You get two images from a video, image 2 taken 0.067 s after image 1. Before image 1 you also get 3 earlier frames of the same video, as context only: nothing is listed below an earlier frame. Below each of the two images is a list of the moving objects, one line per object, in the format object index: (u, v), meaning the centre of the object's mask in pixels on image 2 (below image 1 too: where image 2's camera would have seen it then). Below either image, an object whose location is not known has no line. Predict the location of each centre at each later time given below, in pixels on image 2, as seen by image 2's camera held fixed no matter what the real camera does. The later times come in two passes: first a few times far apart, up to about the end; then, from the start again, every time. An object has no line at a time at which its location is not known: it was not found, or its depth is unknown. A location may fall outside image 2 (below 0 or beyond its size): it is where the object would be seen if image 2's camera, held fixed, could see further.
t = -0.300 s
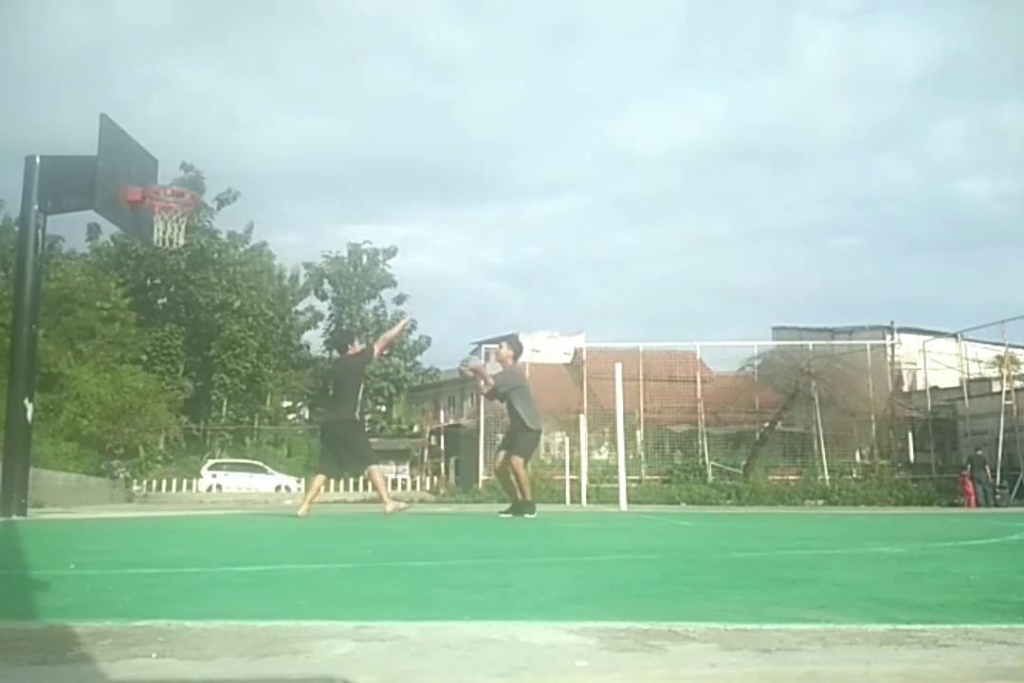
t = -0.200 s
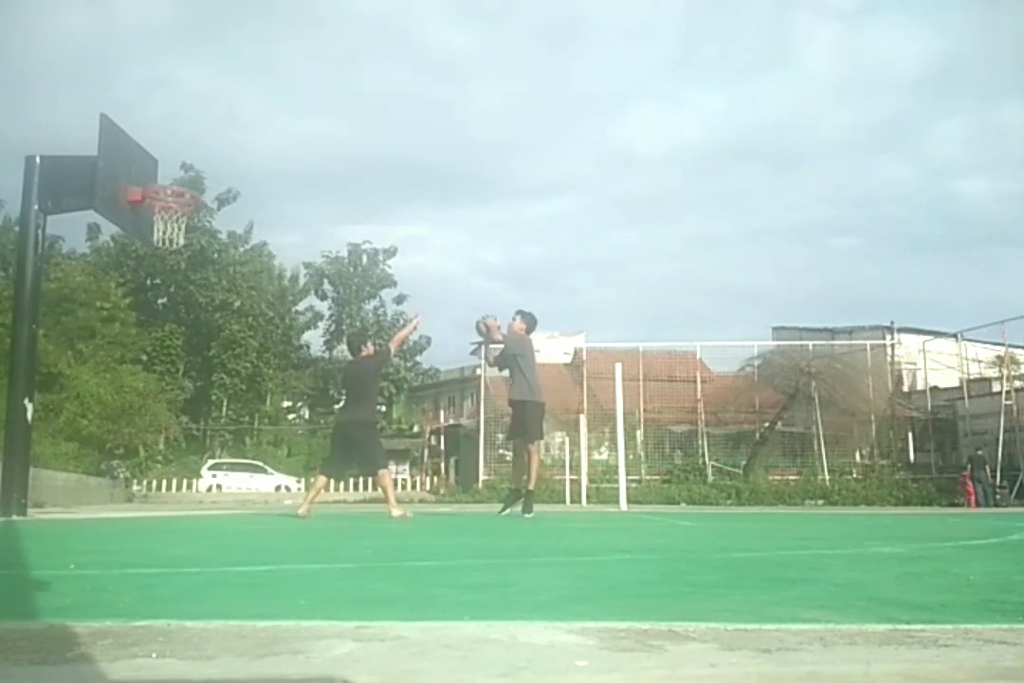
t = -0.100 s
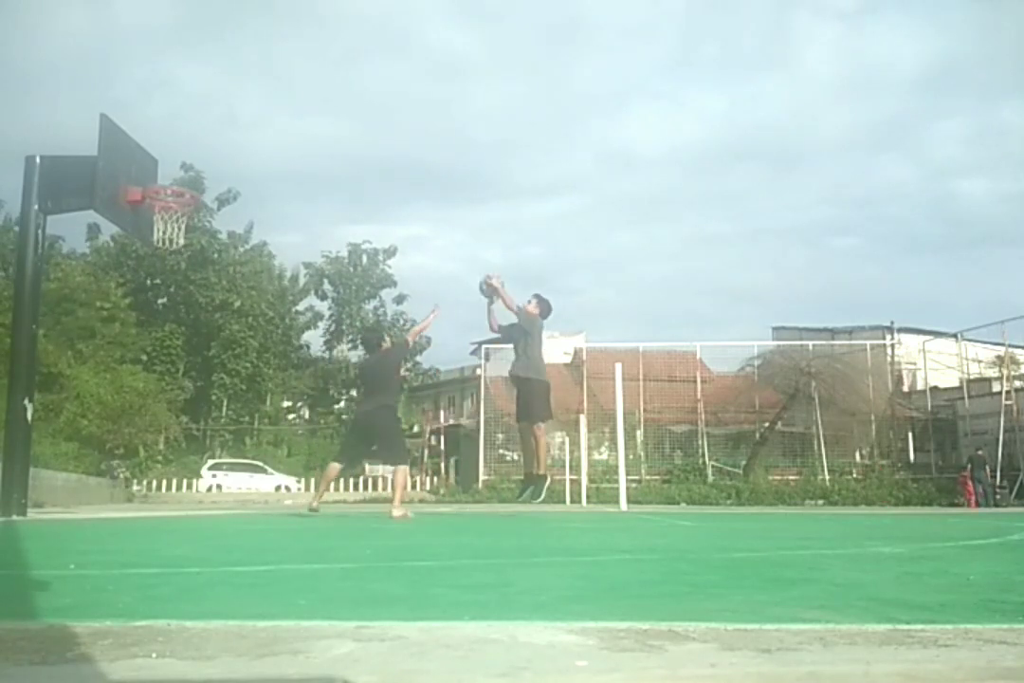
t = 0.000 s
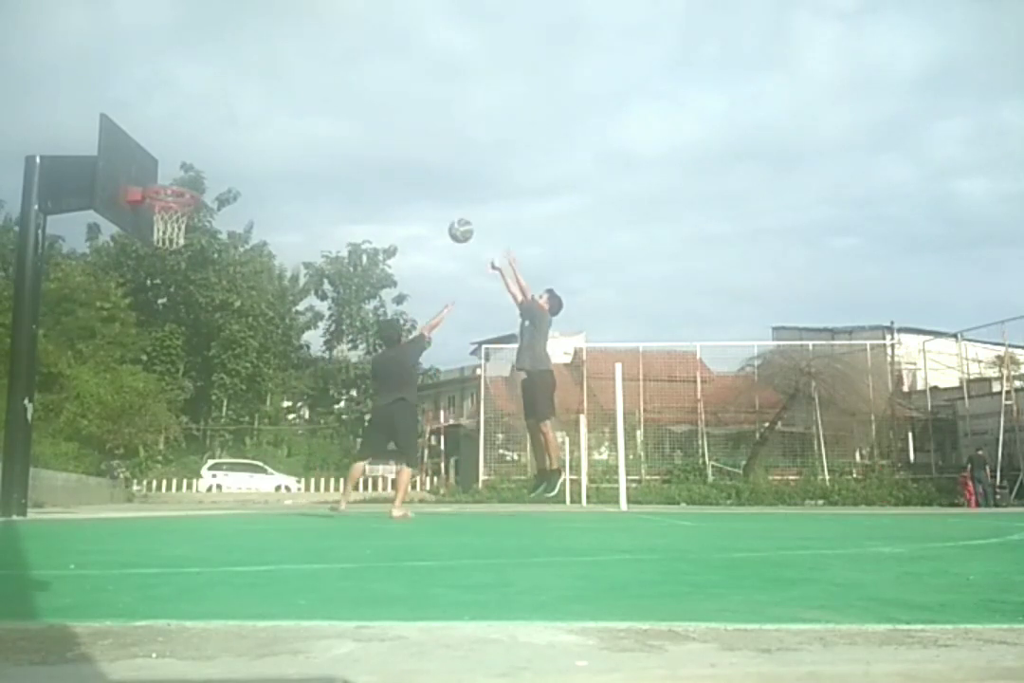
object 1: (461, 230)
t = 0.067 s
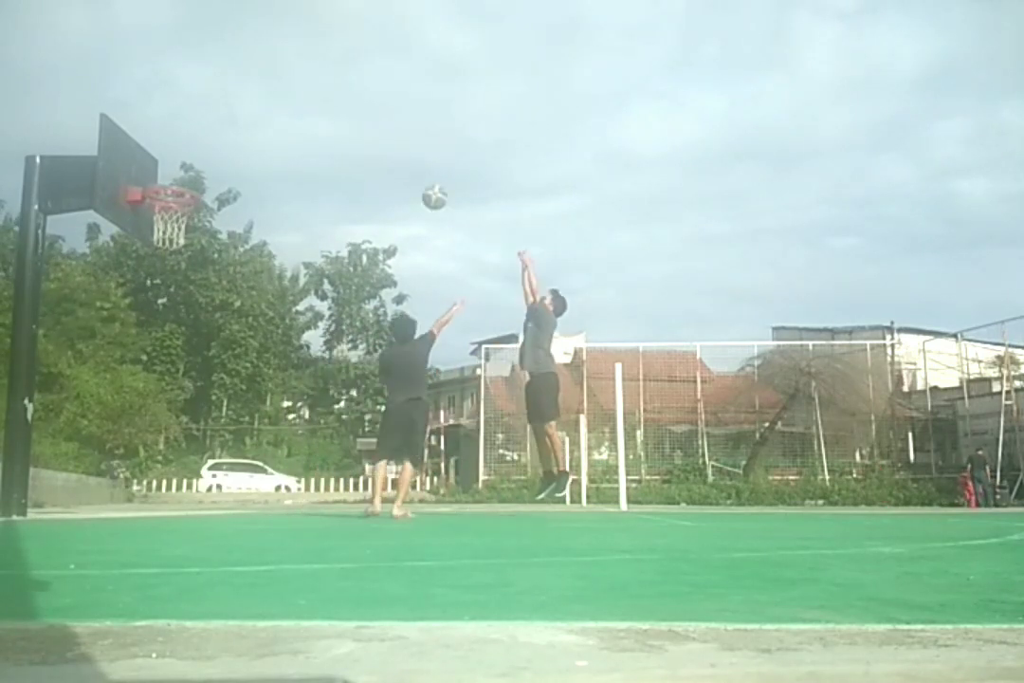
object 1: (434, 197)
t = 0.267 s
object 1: (356, 122)
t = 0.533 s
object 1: (249, 84)
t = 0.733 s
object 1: (164, 102)
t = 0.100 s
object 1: (421, 182)
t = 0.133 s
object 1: (408, 168)
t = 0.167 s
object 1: (395, 155)
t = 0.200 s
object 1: (381, 143)
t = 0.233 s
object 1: (368, 132)
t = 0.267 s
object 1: (356, 122)
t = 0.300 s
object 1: (343, 114)
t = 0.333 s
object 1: (330, 106)
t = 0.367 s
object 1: (317, 100)
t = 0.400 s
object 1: (303, 95)
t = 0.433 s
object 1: (290, 91)
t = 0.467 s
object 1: (276, 87)
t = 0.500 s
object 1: (263, 85)
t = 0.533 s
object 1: (249, 84)
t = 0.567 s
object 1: (235, 85)
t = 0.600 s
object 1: (221, 86)
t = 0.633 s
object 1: (207, 88)
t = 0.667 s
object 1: (193, 92)
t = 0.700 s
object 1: (179, 97)
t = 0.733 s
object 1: (164, 102)
